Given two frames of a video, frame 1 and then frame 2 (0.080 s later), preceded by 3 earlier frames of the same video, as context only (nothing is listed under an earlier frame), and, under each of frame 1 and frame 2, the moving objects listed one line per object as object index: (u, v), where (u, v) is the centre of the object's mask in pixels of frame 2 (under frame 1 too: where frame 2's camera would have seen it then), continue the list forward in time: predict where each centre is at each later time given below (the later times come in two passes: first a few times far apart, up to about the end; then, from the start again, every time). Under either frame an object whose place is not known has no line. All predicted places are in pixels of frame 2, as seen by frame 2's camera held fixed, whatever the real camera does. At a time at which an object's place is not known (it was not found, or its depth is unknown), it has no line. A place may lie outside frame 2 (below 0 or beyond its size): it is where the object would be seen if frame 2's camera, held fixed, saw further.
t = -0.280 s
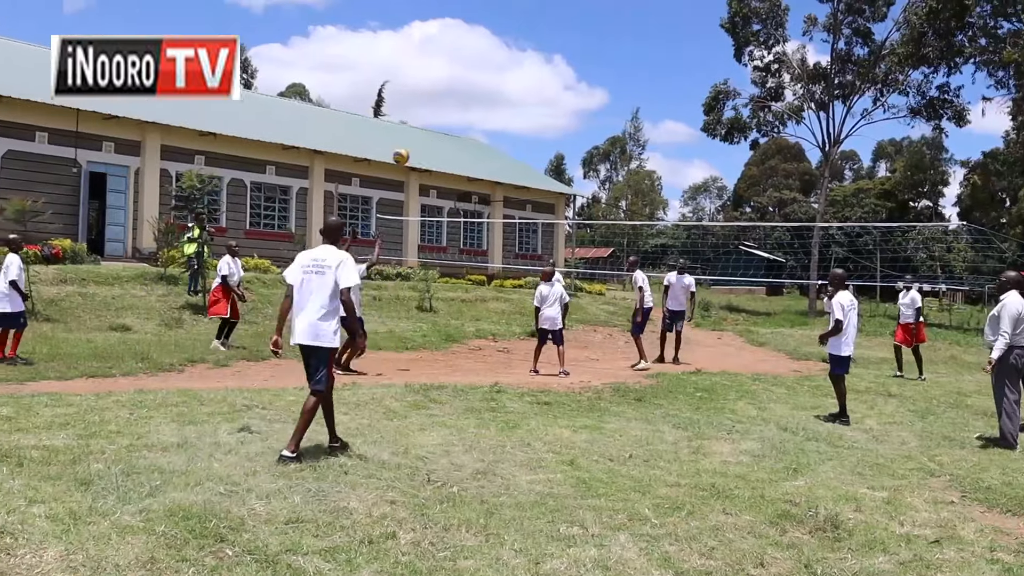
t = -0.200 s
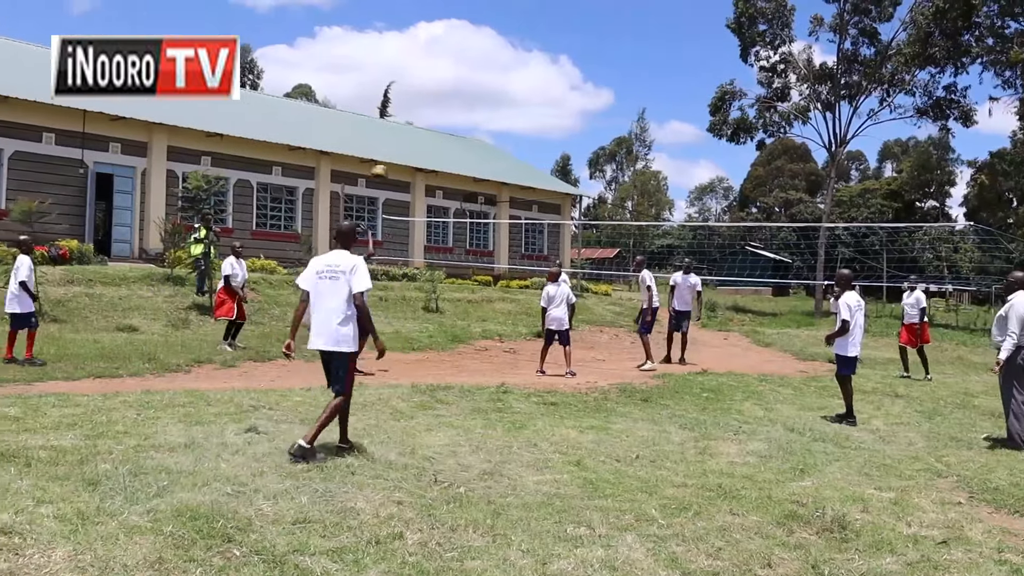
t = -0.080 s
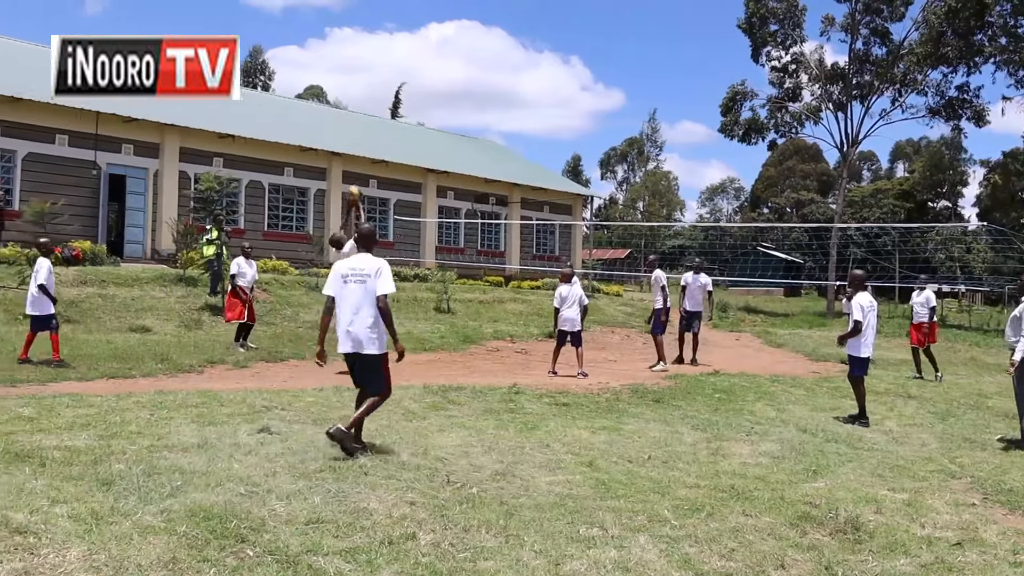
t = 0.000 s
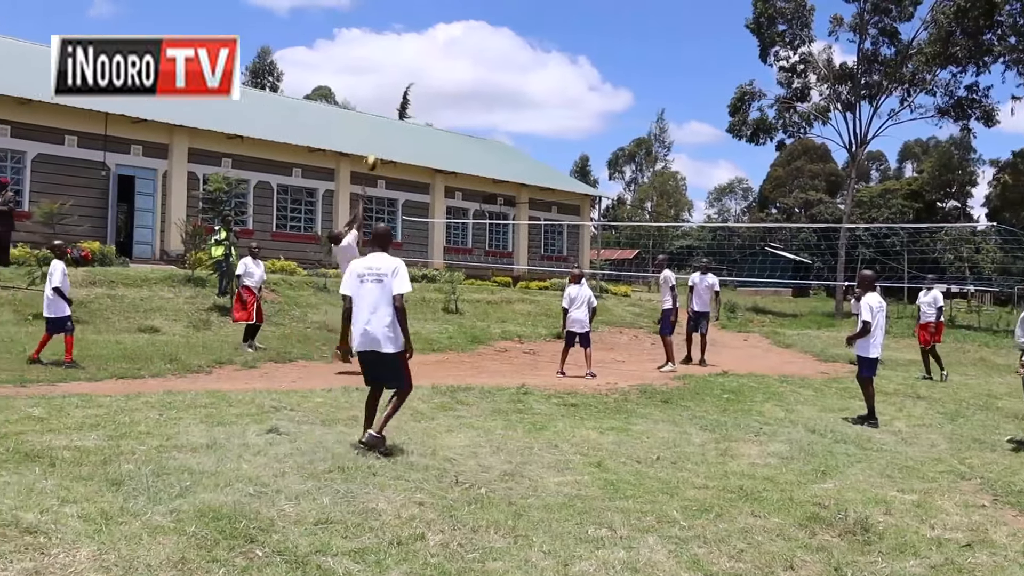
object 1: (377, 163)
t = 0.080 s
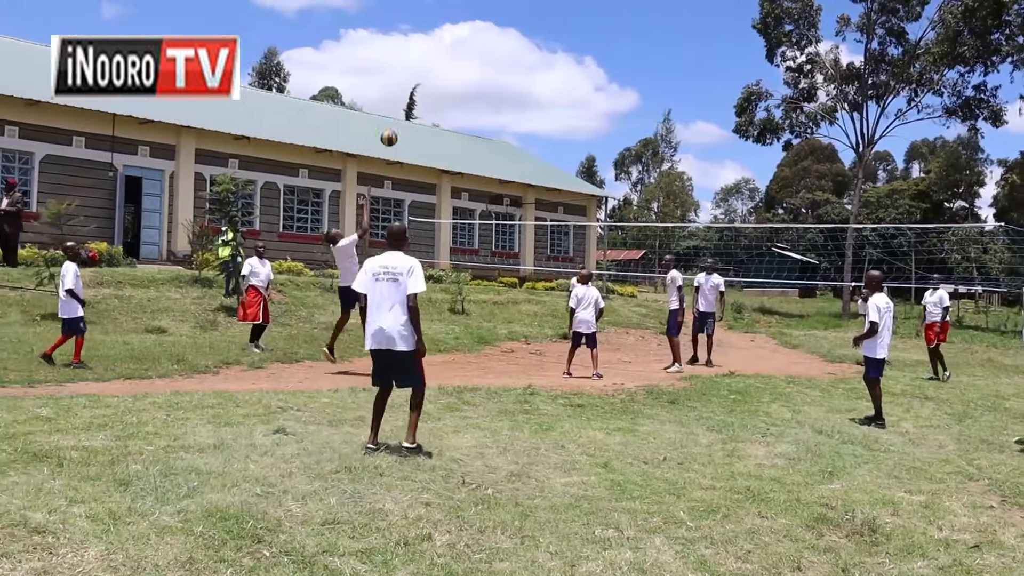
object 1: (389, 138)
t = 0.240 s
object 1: (409, 101)
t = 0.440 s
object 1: (433, 82)
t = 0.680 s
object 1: (460, 103)
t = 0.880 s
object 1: (481, 154)
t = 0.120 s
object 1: (394, 128)
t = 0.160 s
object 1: (399, 118)
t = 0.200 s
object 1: (404, 109)
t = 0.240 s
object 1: (409, 101)
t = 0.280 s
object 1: (414, 95)
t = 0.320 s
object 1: (419, 90)
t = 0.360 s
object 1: (424, 86)
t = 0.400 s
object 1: (428, 83)
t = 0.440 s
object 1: (433, 82)
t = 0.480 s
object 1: (438, 83)
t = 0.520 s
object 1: (442, 85)
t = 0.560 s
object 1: (447, 87)
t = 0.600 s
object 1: (451, 91)
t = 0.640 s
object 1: (455, 97)
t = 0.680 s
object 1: (460, 103)
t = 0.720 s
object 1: (464, 111)
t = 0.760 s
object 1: (469, 121)
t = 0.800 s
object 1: (473, 131)
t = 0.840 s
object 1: (477, 141)
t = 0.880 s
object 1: (481, 154)
